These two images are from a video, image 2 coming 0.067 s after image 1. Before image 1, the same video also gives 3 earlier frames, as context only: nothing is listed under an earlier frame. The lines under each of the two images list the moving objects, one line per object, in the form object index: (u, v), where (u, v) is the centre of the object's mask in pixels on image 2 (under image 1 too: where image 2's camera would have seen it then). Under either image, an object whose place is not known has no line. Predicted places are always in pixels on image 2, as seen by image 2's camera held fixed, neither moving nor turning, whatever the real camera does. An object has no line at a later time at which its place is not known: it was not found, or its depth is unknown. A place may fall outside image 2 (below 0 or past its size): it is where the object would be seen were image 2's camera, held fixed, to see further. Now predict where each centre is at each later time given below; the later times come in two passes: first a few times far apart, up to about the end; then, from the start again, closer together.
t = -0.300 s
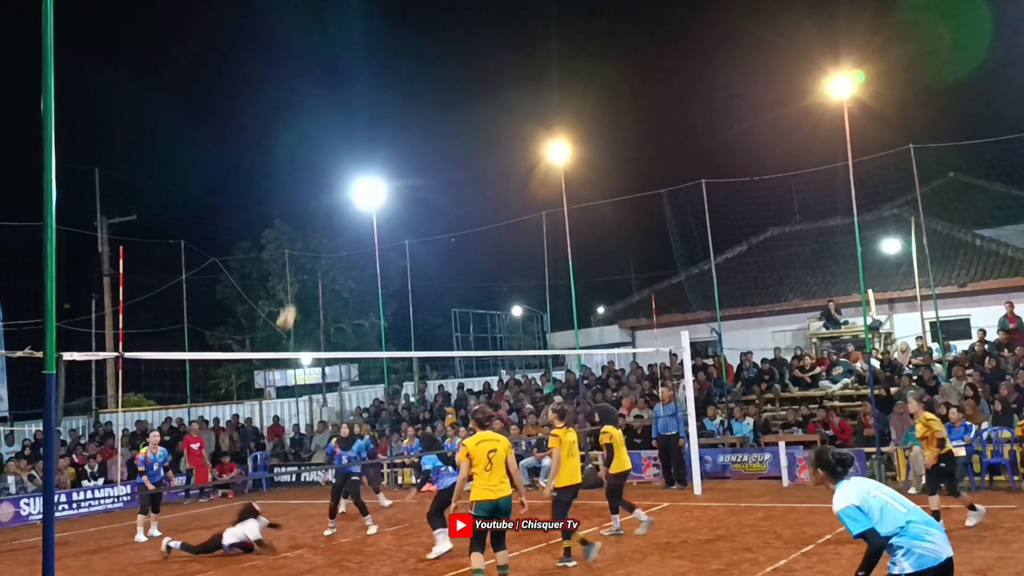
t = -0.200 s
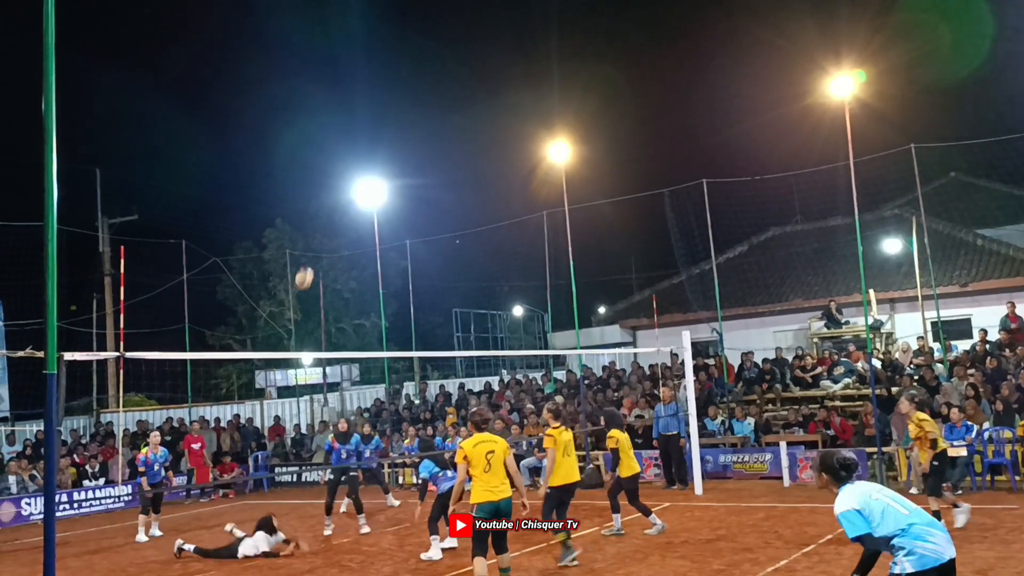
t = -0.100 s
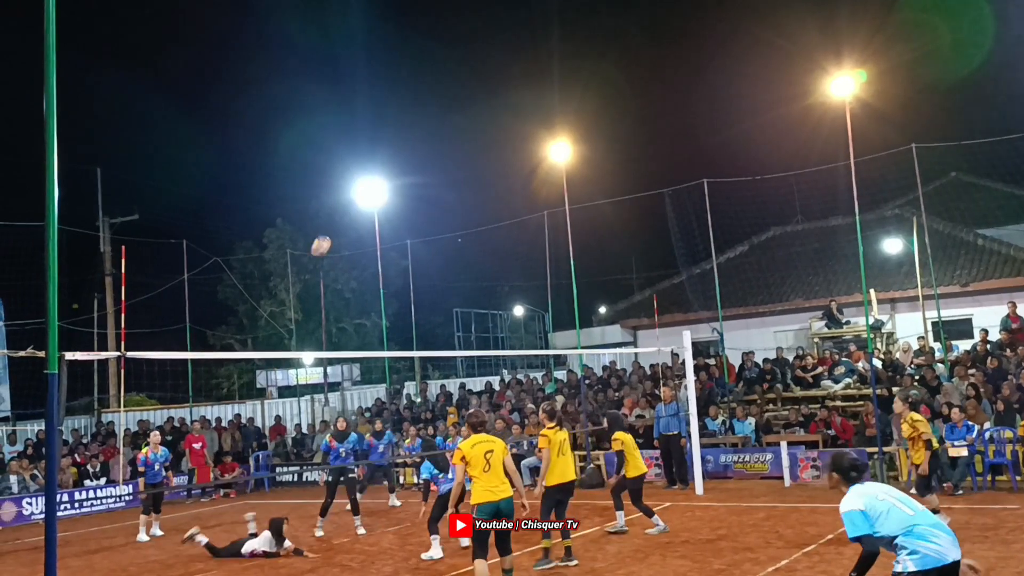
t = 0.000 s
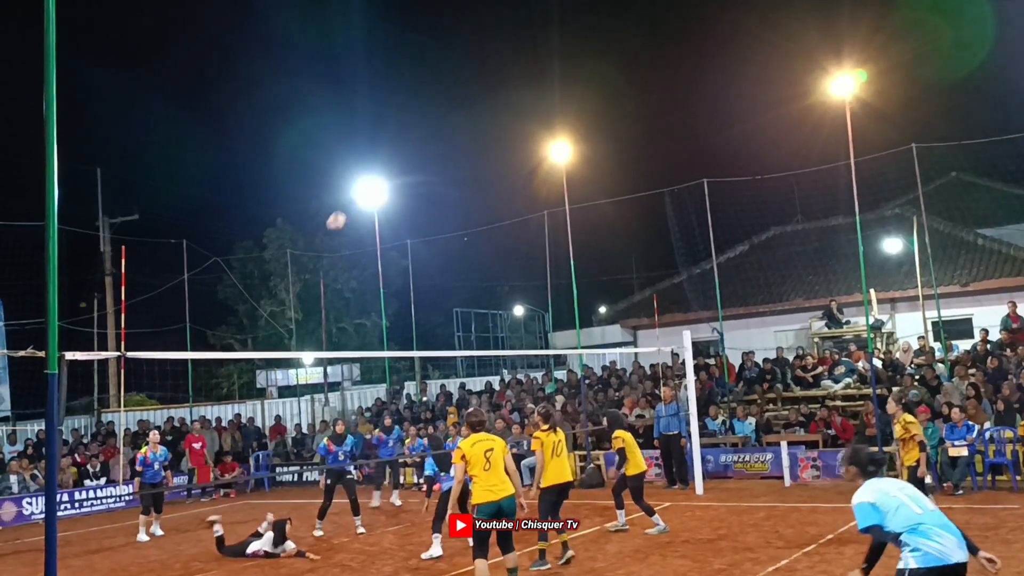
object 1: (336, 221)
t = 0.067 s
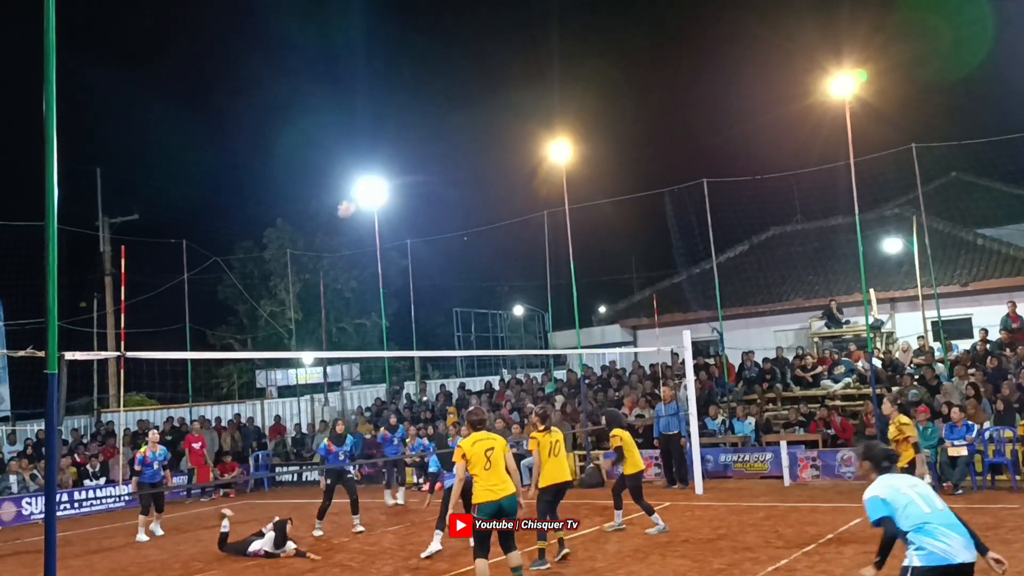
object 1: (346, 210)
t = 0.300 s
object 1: (386, 190)
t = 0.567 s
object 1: (420, 217)
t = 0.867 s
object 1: (466, 303)
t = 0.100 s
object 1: (350, 205)
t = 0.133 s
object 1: (352, 202)
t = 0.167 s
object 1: (356, 198)
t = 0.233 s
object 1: (373, 191)
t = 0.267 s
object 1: (382, 191)
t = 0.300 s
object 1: (386, 190)
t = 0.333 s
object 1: (391, 191)
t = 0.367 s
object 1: (394, 194)
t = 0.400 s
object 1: (396, 196)
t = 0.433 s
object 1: (400, 198)
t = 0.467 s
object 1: (405, 203)
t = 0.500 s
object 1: (410, 207)
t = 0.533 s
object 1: (415, 212)
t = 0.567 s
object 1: (420, 217)
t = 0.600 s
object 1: (425, 224)
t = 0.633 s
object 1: (430, 231)
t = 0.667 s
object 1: (435, 239)
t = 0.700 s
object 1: (440, 248)
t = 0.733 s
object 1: (445, 257)
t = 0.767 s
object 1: (450, 268)
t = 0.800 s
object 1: (455, 279)
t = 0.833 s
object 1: (461, 291)
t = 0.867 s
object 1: (466, 303)
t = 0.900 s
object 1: (471, 316)
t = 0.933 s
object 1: (477, 331)
